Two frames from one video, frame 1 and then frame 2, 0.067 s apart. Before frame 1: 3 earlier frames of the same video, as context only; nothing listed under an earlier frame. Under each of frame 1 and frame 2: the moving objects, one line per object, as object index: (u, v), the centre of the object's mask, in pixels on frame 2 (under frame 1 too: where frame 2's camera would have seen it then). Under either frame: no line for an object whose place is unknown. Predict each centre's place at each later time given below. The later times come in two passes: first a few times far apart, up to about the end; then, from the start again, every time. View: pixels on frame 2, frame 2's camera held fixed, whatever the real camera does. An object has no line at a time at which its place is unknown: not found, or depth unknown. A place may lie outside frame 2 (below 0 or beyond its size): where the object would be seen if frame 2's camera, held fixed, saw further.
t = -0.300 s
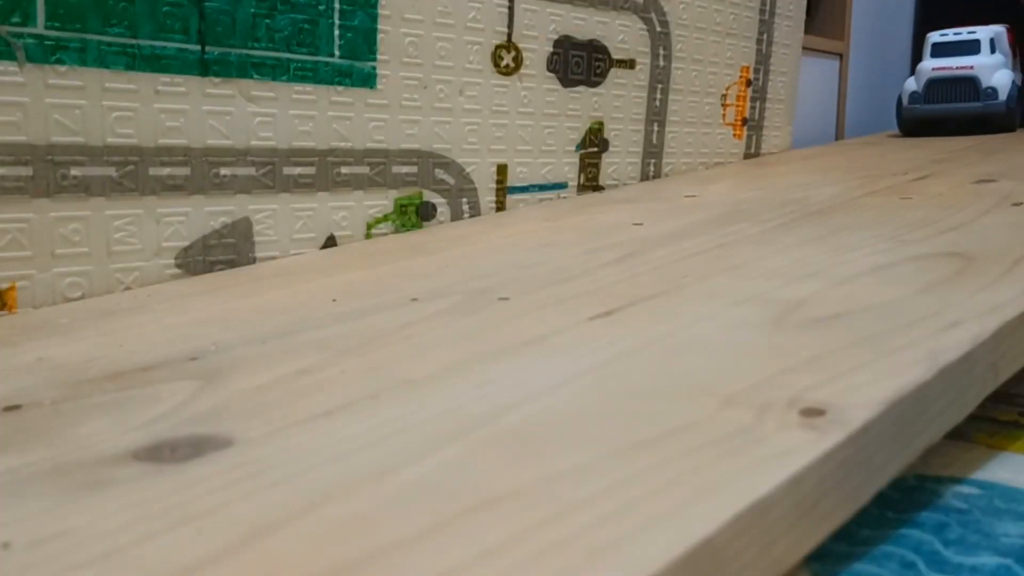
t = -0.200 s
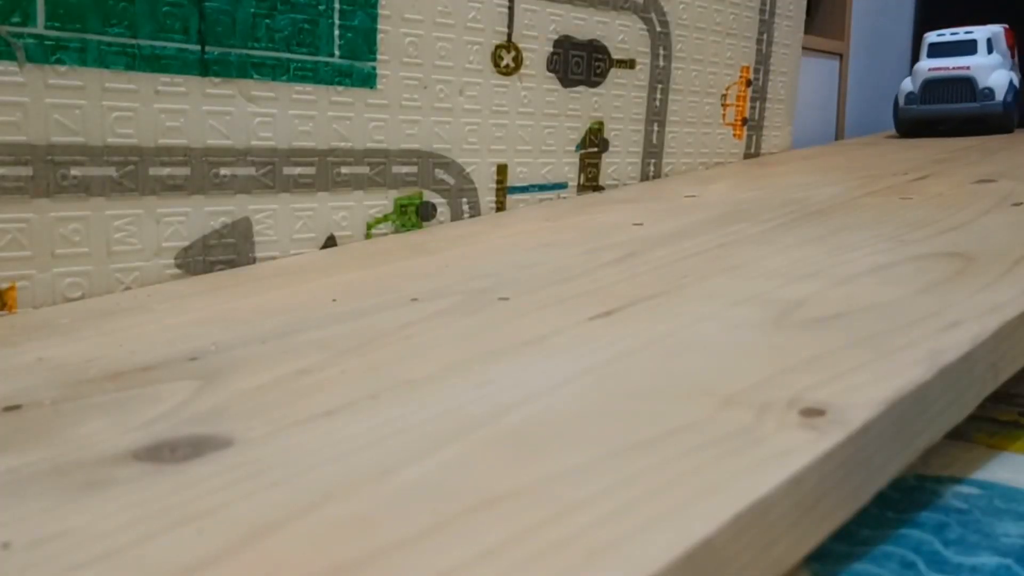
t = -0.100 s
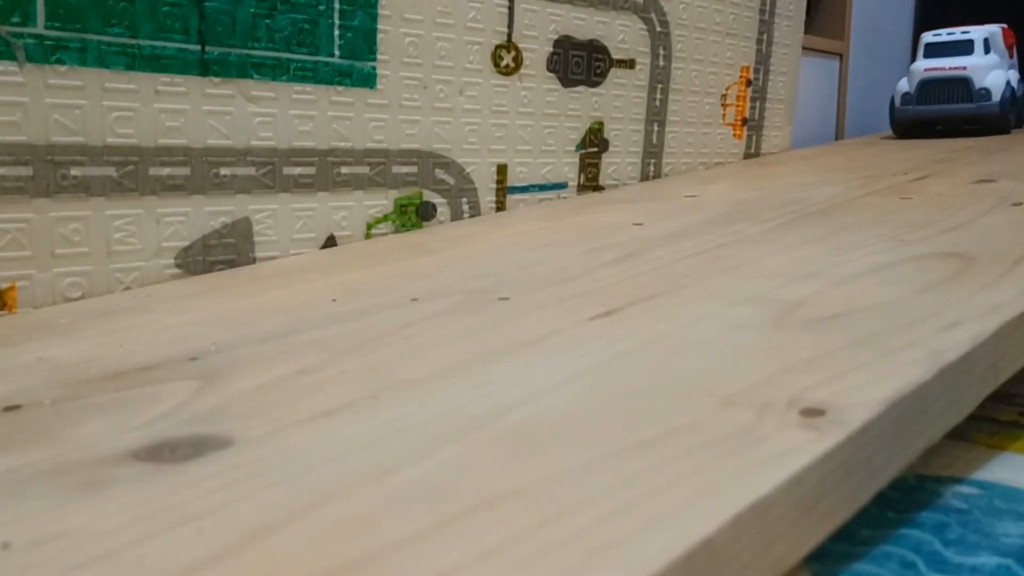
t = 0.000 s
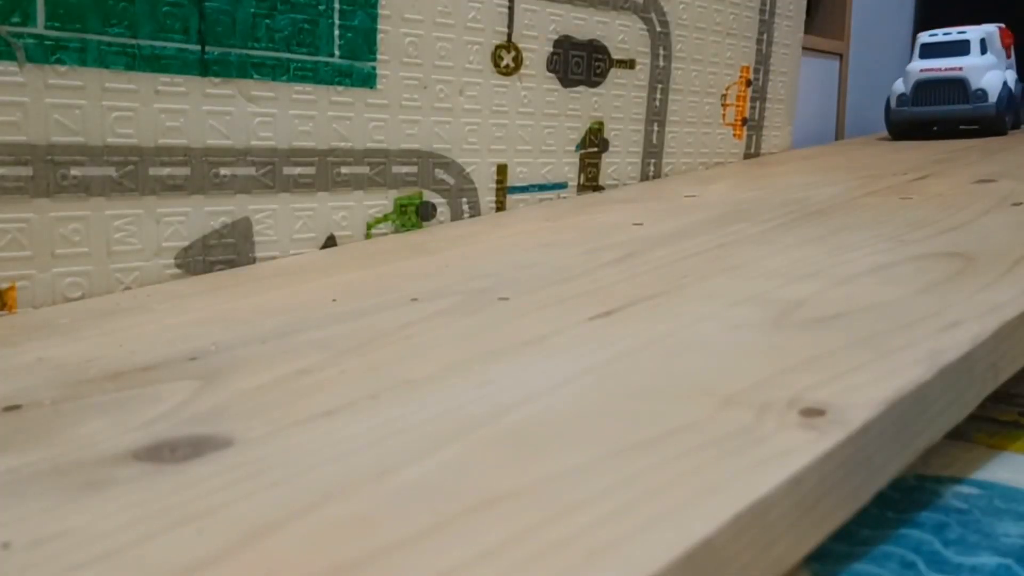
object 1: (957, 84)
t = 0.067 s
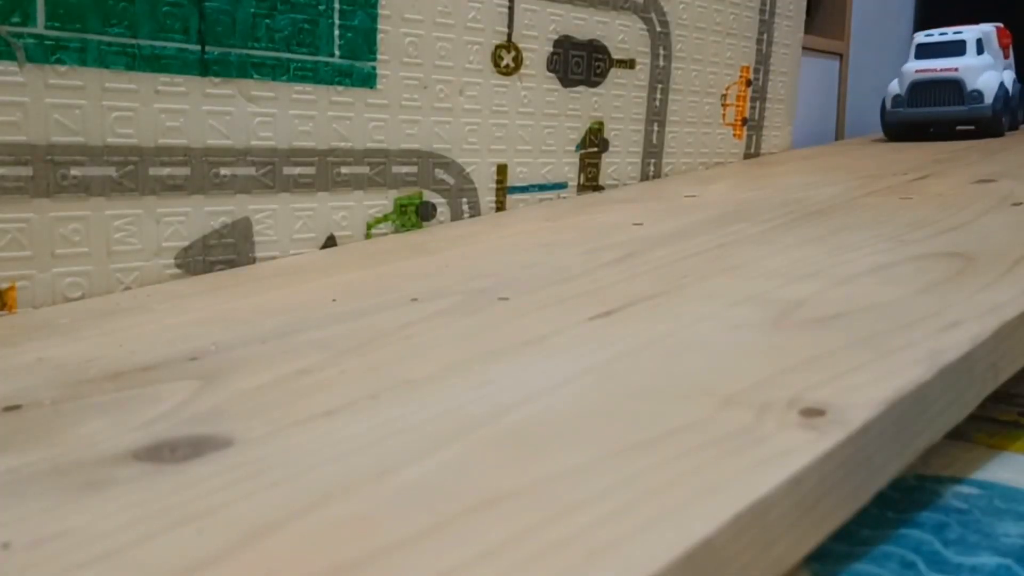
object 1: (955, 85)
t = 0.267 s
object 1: (945, 86)
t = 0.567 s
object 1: (922, 91)
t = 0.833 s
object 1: (891, 96)
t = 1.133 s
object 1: (836, 106)
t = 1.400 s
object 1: (760, 121)
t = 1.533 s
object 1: (708, 130)
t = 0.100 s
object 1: (954, 85)
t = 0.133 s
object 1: (953, 85)
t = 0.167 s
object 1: (950, 85)
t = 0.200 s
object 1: (948, 86)
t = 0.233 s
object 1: (948, 85)
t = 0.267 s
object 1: (945, 86)
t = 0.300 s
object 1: (943, 87)
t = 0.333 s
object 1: (941, 87)
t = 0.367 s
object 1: (939, 88)
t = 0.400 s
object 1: (937, 88)
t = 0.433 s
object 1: (934, 89)
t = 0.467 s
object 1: (931, 89)
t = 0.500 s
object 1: (929, 89)
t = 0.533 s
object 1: (925, 90)
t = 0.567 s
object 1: (922, 91)
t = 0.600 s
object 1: (920, 91)
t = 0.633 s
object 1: (917, 92)
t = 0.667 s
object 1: (912, 93)
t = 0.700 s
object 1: (908, 94)
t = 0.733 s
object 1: (903, 94)
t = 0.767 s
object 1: (900, 94)
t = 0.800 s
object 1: (896, 95)
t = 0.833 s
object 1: (891, 96)
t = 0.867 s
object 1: (886, 97)
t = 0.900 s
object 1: (882, 97)
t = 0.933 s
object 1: (877, 98)
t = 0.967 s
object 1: (872, 99)
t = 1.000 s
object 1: (866, 100)
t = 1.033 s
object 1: (855, 102)
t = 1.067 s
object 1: (847, 104)
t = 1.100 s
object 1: (843, 105)
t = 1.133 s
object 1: (836, 106)
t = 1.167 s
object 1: (828, 108)
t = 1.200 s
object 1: (820, 109)
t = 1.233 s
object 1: (811, 111)
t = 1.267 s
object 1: (802, 113)
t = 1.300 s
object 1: (793, 115)
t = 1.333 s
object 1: (784, 116)
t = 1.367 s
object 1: (772, 118)
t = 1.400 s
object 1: (760, 121)
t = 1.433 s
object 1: (748, 123)
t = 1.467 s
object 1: (735, 125)
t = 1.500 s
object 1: (722, 128)
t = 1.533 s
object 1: (708, 130)
